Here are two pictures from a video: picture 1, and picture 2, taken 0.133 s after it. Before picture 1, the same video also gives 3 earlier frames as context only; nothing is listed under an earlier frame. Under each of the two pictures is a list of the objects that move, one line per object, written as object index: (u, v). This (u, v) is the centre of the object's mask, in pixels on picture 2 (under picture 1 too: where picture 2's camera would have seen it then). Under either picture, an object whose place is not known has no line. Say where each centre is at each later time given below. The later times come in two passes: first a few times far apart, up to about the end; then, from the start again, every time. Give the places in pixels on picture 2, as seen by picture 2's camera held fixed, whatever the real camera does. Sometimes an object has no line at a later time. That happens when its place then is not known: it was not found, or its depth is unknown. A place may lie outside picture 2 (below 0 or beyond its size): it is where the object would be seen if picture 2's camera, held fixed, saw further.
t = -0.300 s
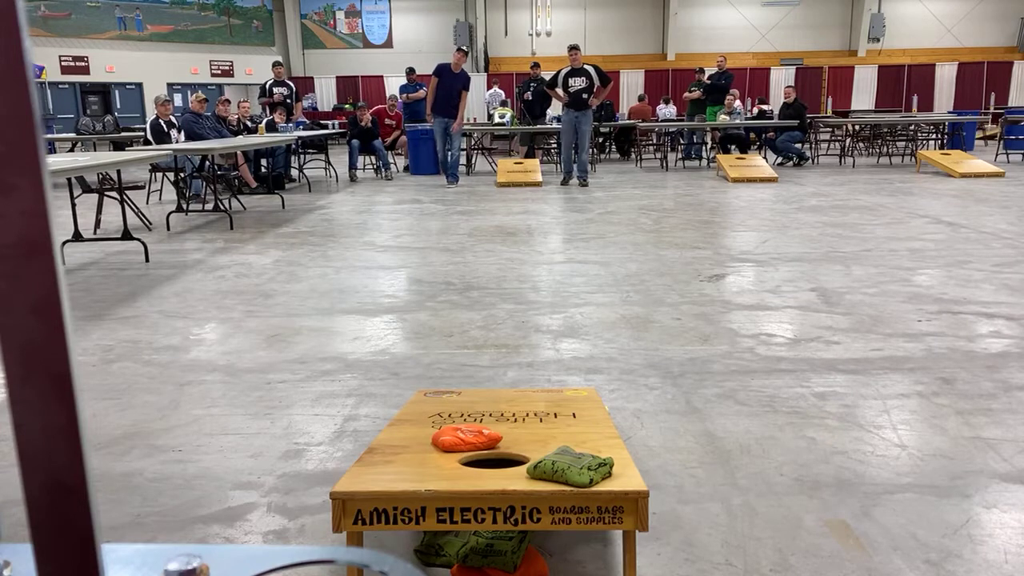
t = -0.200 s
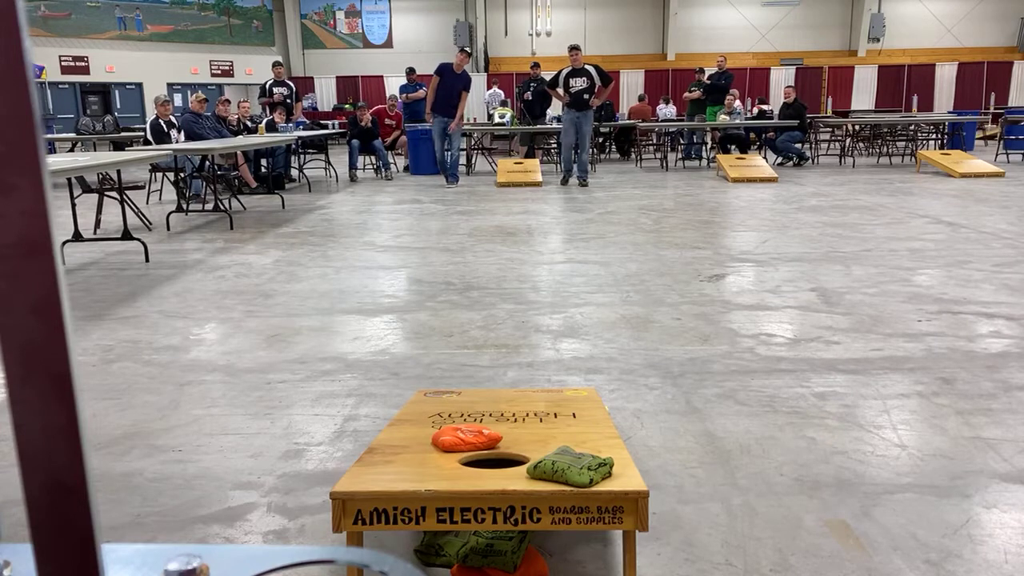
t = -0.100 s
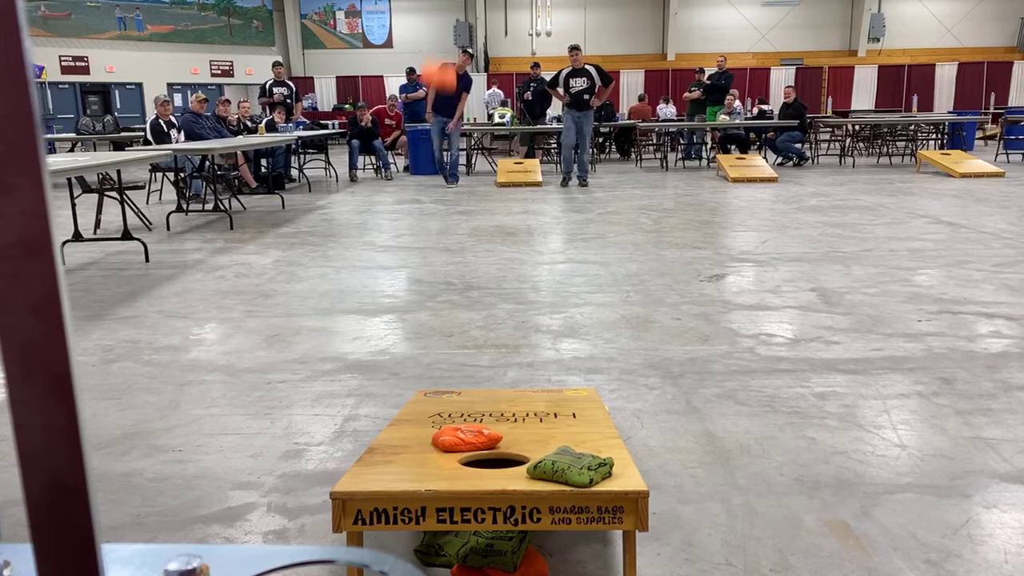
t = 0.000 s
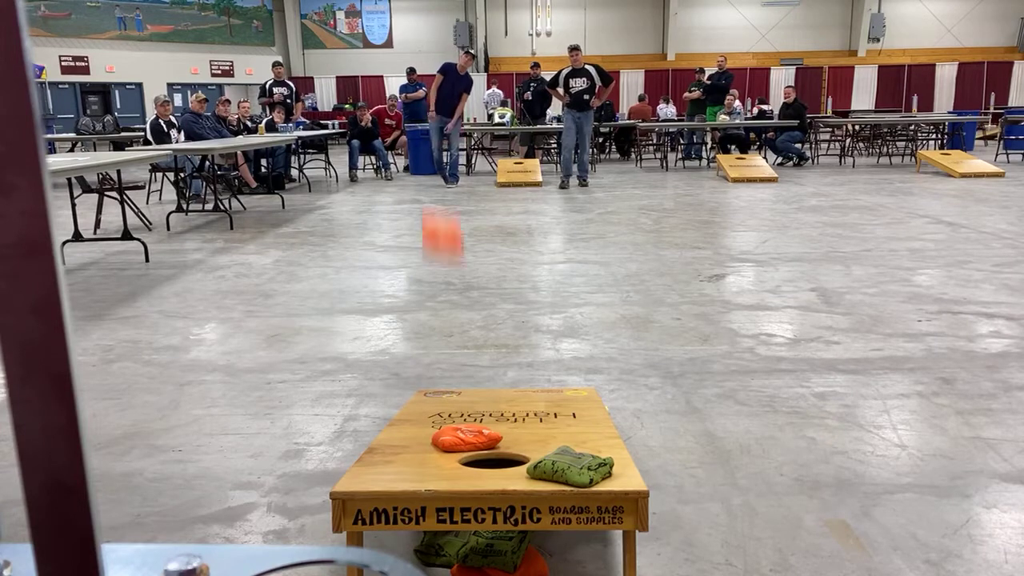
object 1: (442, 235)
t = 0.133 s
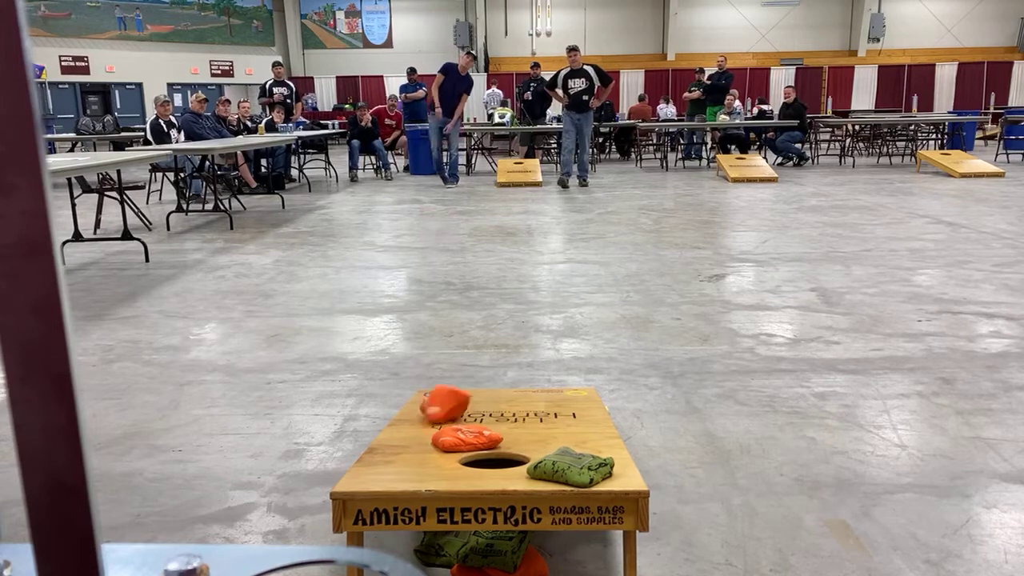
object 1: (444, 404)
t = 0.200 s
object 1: (436, 419)
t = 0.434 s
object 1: (420, 453)
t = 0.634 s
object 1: (414, 460)
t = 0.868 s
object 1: (414, 460)
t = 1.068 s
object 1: (414, 460)
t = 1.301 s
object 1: (414, 460)
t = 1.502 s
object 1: (414, 460)
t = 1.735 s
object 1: (414, 460)
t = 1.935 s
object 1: (414, 460)
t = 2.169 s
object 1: (414, 460)
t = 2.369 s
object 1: (414, 460)
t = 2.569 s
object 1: (414, 460)
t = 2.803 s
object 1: (414, 460)
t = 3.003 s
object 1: (414, 460)
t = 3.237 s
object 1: (414, 460)
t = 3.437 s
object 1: (414, 460)
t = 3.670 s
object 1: (414, 460)
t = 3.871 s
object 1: (414, 460)
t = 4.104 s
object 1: (414, 460)
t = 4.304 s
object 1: (414, 460)
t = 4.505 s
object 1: (414, 460)
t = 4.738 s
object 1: (414, 460)
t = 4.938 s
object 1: (414, 460)
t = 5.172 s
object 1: (414, 460)
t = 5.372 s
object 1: (414, 460)
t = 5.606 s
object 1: (414, 460)
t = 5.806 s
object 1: (414, 460)
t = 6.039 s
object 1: (414, 460)
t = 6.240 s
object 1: (414, 460)
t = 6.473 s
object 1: (414, 460)
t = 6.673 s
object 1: (414, 460)
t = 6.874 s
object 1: (414, 460)
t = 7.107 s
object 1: (414, 460)
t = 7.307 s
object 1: (414, 460)
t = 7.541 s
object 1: (414, 460)
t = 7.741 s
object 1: (414, 460)
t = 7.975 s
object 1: (414, 460)
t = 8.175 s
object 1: (412, 460)
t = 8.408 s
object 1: (409, 459)
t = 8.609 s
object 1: (414, 459)
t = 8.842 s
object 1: (419, 458)
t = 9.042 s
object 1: (419, 458)
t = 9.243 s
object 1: (420, 459)
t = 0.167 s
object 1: (440, 410)
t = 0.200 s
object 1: (436, 419)
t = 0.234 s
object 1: (430, 427)
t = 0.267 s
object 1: (428, 430)
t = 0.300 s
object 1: (427, 434)
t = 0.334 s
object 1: (426, 440)
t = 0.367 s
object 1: (423, 446)
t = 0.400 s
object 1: (421, 450)
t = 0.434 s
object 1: (420, 453)
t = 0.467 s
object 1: (417, 456)
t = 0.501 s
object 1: (416, 458)
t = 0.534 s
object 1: (416, 459)
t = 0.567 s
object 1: (415, 460)
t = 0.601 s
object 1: (415, 460)
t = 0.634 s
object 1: (414, 460)
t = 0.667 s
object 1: (414, 460)
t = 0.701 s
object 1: (414, 460)
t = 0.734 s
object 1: (414, 460)
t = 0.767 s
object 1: (414, 460)
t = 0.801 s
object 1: (414, 460)
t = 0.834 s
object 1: (414, 460)
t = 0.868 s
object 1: (414, 460)
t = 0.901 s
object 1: (414, 460)
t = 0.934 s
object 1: (414, 460)
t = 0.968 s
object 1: (414, 460)
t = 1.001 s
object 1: (414, 460)
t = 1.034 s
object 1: (414, 460)
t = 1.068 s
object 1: (414, 460)
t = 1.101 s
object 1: (414, 460)
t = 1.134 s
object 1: (414, 460)
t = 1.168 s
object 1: (414, 460)
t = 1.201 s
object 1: (414, 460)
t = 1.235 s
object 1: (414, 460)
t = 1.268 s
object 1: (414, 460)
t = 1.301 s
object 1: (414, 460)
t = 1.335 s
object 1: (414, 460)
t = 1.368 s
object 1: (414, 460)
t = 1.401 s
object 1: (414, 460)
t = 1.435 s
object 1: (414, 460)
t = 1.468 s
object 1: (414, 460)
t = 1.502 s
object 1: (414, 460)
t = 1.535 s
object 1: (414, 460)
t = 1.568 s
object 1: (414, 460)
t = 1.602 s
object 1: (414, 460)
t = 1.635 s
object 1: (414, 460)
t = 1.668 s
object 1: (414, 460)
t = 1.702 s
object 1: (414, 460)
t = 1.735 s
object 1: (414, 460)
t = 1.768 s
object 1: (414, 460)
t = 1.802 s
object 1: (414, 460)
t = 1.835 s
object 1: (414, 460)
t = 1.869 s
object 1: (414, 460)
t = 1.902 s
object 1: (414, 460)
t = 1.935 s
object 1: (414, 460)
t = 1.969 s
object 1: (414, 460)
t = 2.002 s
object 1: (414, 460)
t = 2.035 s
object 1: (414, 460)
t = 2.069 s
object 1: (414, 460)
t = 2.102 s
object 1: (414, 460)
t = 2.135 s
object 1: (414, 460)
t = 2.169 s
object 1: (414, 460)
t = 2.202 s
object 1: (414, 460)
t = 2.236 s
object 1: (414, 460)
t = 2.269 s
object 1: (414, 460)
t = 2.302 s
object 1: (414, 460)
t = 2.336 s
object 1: (414, 460)
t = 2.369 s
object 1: (414, 460)
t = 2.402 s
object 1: (414, 460)
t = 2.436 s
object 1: (414, 460)
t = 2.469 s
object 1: (414, 460)
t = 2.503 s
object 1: (414, 460)
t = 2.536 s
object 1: (414, 460)
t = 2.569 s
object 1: (414, 460)
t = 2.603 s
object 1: (414, 460)
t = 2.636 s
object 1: (414, 460)
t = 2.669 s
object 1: (414, 460)
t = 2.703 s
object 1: (414, 460)
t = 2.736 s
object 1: (414, 460)
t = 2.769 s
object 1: (414, 460)
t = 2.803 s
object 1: (414, 460)
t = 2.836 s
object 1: (414, 460)
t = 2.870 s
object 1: (414, 460)
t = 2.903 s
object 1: (414, 460)
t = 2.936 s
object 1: (414, 460)
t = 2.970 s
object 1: (414, 460)
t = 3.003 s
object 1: (414, 460)
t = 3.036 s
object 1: (414, 460)
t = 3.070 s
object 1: (414, 460)
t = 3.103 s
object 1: (414, 460)
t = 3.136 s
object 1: (414, 460)
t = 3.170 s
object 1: (414, 460)
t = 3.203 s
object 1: (414, 460)
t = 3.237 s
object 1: (414, 460)
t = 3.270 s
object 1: (414, 460)
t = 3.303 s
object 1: (414, 460)
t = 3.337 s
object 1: (414, 460)
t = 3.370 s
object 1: (414, 460)
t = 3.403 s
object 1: (414, 460)
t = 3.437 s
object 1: (414, 460)
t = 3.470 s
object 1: (414, 460)
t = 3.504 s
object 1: (414, 460)
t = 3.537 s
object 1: (414, 460)
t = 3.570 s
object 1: (414, 460)
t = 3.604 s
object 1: (414, 460)
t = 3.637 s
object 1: (414, 460)
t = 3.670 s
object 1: (414, 460)
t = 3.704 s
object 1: (414, 460)
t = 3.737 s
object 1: (414, 460)
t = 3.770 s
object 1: (414, 460)
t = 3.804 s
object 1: (414, 460)
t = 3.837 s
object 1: (414, 460)
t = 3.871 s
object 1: (414, 460)
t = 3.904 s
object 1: (414, 460)
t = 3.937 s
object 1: (414, 460)
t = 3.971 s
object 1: (414, 460)
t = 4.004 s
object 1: (414, 460)
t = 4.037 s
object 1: (414, 460)
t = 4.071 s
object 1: (414, 460)
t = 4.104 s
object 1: (414, 460)
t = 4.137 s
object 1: (414, 460)
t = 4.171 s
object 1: (414, 460)
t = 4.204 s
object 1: (414, 460)
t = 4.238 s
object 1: (414, 460)
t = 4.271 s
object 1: (414, 460)
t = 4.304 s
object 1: (414, 460)
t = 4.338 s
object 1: (414, 460)
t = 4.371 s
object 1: (414, 460)
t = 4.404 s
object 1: (414, 460)
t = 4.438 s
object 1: (414, 460)
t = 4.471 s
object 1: (414, 460)
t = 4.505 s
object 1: (414, 460)
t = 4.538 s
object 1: (414, 460)
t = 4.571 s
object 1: (414, 460)
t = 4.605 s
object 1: (414, 460)
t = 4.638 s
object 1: (414, 460)
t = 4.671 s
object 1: (414, 460)
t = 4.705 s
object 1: (414, 460)
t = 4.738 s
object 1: (414, 460)
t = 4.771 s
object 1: (414, 460)
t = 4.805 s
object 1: (414, 460)
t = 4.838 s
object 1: (414, 460)
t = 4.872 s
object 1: (414, 460)
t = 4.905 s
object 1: (414, 460)
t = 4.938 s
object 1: (414, 460)
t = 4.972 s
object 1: (414, 460)
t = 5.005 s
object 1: (414, 460)
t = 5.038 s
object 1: (414, 460)
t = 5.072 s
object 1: (414, 460)
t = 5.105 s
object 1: (414, 460)
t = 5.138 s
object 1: (414, 460)
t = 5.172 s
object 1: (414, 460)
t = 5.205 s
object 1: (414, 460)
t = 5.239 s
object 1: (414, 460)
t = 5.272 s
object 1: (414, 460)
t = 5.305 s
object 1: (414, 460)
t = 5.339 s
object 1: (414, 460)
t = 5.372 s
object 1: (414, 460)
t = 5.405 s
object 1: (414, 460)
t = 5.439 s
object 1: (414, 460)
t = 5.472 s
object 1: (414, 460)
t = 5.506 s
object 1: (414, 460)
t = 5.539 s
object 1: (414, 460)
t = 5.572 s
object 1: (414, 460)
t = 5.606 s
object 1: (414, 460)
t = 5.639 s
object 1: (414, 460)
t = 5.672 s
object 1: (414, 460)
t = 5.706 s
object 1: (414, 460)
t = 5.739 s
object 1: (414, 460)
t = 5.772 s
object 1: (414, 460)
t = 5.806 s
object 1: (414, 460)
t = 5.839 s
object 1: (414, 460)
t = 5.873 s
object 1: (414, 460)
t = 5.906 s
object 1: (414, 460)
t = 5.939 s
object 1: (414, 460)
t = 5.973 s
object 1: (414, 460)
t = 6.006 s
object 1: (414, 460)
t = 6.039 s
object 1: (414, 460)
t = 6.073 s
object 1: (414, 460)
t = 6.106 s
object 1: (414, 460)
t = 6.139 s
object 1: (414, 460)
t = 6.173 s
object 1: (414, 460)
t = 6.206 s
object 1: (414, 460)
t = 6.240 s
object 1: (414, 460)
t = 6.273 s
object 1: (414, 460)
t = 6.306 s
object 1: (414, 460)
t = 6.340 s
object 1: (414, 460)
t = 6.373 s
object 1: (414, 460)
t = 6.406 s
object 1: (414, 460)
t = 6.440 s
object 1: (414, 460)
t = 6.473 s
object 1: (414, 460)
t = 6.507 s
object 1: (414, 460)
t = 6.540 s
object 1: (414, 460)
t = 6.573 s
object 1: (414, 460)
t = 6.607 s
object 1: (414, 460)
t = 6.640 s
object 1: (414, 460)
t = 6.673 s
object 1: (414, 460)
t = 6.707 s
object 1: (414, 460)
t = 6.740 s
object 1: (414, 460)
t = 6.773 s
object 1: (414, 460)
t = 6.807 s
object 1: (414, 460)
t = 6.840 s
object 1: (414, 460)
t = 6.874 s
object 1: (414, 460)
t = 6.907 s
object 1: (414, 460)
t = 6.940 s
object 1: (414, 460)
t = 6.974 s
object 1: (414, 460)
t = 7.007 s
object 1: (414, 460)
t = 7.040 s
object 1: (414, 460)
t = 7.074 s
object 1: (414, 460)
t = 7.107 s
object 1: (414, 460)
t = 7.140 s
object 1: (414, 460)
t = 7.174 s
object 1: (414, 460)
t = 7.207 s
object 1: (414, 460)
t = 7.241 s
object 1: (414, 460)
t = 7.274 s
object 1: (414, 460)
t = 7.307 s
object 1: (414, 460)
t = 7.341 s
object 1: (414, 460)
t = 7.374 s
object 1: (414, 460)
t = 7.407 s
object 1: (414, 460)
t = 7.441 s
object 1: (414, 460)
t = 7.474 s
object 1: (414, 460)
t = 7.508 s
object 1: (414, 460)
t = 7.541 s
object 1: (414, 460)
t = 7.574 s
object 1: (414, 460)
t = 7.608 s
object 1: (414, 460)
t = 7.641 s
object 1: (414, 460)
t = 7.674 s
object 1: (414, 460)
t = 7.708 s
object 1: (414, 460)
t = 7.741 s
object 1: (414, 460)
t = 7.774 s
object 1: (414, 460)
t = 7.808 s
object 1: (414, 460)
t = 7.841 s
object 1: (414, 460)
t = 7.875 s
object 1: (414, 460)
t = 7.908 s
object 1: (414, 460)
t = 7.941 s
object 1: (414, 460)
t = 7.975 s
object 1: (414, 460)
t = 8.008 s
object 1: (414, 460)
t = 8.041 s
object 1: (414, 460)
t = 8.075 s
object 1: (414, 460)
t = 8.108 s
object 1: (414, 460)
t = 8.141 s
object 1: (414, 460)
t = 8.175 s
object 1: (412, 460)
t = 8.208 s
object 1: (412, 460)
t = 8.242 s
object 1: (410, 460)
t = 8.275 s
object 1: (410, 460)
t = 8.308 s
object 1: (410, 459)
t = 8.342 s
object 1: (411, 460)
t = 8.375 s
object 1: (409, 459)
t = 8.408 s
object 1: (409, 459)
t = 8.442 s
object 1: (409, 460)
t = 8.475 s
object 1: (410, 459)
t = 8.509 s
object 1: (412, 459)
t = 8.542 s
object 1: (413, 459)
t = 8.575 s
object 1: (414, 459)
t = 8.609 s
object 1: (414, 459)
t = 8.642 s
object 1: (415, 458)
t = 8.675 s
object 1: (416, 458)
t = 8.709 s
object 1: (417, 458)
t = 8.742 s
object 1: (418, 458)
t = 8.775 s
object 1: (419, 458)
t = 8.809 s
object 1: (419, 458)
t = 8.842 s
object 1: (419, 458)
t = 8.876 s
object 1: (419, 458)
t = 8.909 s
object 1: (419, 458)
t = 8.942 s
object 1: (419, 458)
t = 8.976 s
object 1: (419, 458)
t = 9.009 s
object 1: (419, 458)
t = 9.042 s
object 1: (419, 458)
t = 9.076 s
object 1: (419, 458)
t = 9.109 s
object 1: (419, 458)
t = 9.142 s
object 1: (419, 458)
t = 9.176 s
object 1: (419, 459)
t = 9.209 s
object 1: (419, 459)
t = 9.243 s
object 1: (420, 459)
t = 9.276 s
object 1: (420, 459)
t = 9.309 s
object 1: (420, 459)
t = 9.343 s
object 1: (420, 459)
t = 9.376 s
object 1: (420, 459)
